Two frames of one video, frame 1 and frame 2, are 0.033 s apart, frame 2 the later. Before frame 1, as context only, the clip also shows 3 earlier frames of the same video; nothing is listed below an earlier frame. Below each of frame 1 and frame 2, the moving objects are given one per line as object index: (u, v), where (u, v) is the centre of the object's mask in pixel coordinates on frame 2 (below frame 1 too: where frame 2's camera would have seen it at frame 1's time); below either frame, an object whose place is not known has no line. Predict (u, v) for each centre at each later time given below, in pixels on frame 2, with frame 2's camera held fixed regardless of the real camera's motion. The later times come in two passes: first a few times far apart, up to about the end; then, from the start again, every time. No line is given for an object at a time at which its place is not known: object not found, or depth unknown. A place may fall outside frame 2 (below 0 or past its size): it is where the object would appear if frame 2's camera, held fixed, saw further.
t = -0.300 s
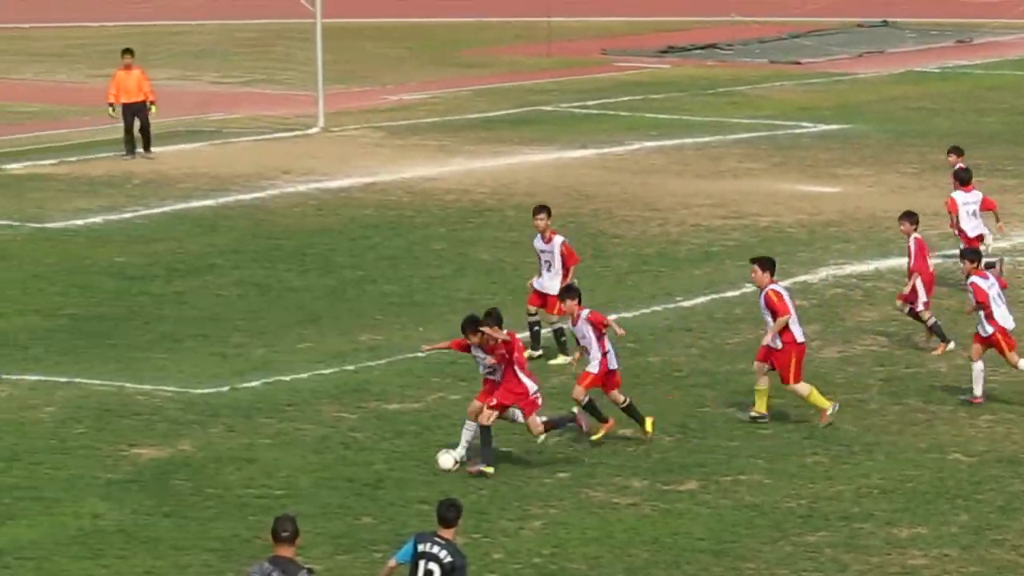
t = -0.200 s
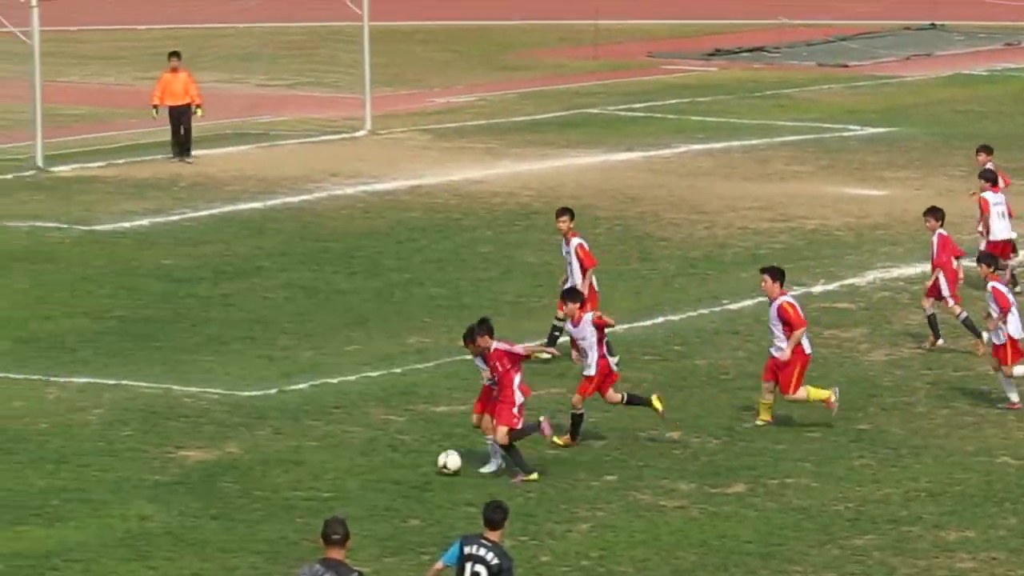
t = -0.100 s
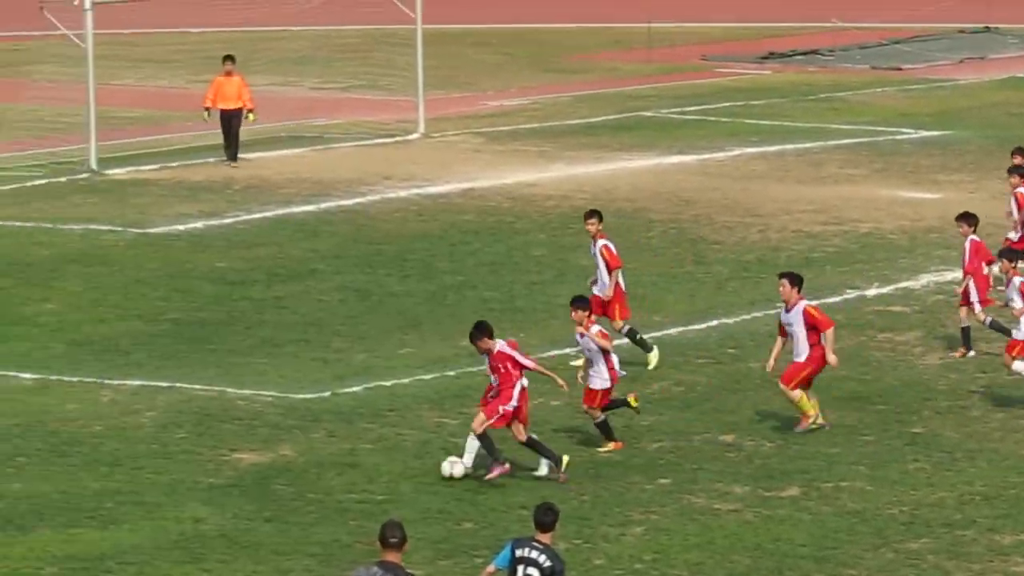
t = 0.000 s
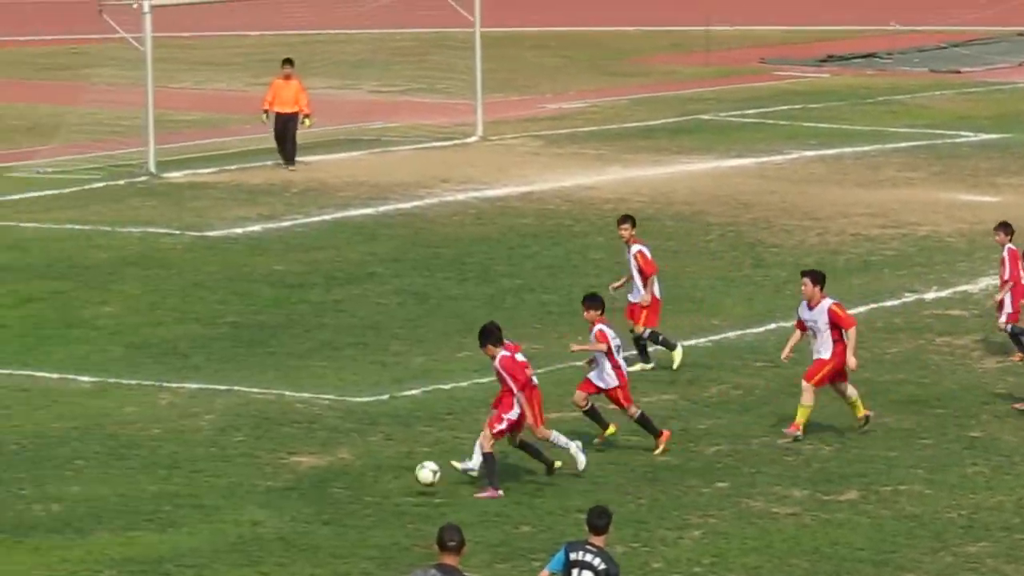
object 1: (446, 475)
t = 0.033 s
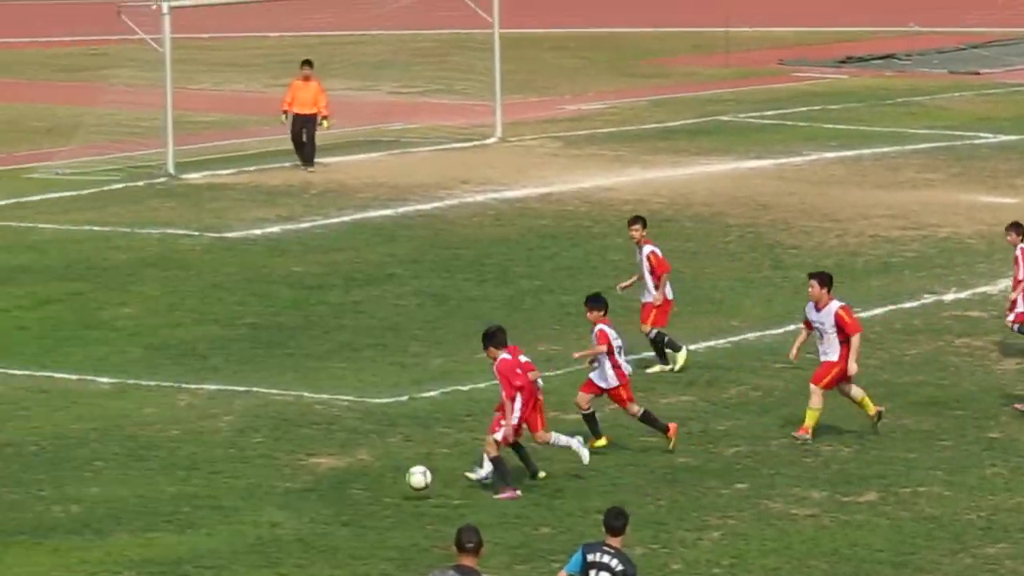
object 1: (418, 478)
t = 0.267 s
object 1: (231, 520)
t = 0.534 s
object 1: (47, 546)
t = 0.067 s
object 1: (391, 482)
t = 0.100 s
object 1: (363, 487)
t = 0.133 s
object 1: (335, 494)
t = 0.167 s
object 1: (308, 502)
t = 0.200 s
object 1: (280, 513)
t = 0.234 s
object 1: (255, 518)
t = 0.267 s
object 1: (231, 520)
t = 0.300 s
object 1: (207, 523)
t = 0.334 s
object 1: (184, 527)
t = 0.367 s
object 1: (159, 533)
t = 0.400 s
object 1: (135, 539)
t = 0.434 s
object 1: (112, 542)
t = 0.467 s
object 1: (91, 543)
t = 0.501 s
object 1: (69, 544)
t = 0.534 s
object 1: (47, 546)
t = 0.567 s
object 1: (26, 552)
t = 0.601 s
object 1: (5, 559)
